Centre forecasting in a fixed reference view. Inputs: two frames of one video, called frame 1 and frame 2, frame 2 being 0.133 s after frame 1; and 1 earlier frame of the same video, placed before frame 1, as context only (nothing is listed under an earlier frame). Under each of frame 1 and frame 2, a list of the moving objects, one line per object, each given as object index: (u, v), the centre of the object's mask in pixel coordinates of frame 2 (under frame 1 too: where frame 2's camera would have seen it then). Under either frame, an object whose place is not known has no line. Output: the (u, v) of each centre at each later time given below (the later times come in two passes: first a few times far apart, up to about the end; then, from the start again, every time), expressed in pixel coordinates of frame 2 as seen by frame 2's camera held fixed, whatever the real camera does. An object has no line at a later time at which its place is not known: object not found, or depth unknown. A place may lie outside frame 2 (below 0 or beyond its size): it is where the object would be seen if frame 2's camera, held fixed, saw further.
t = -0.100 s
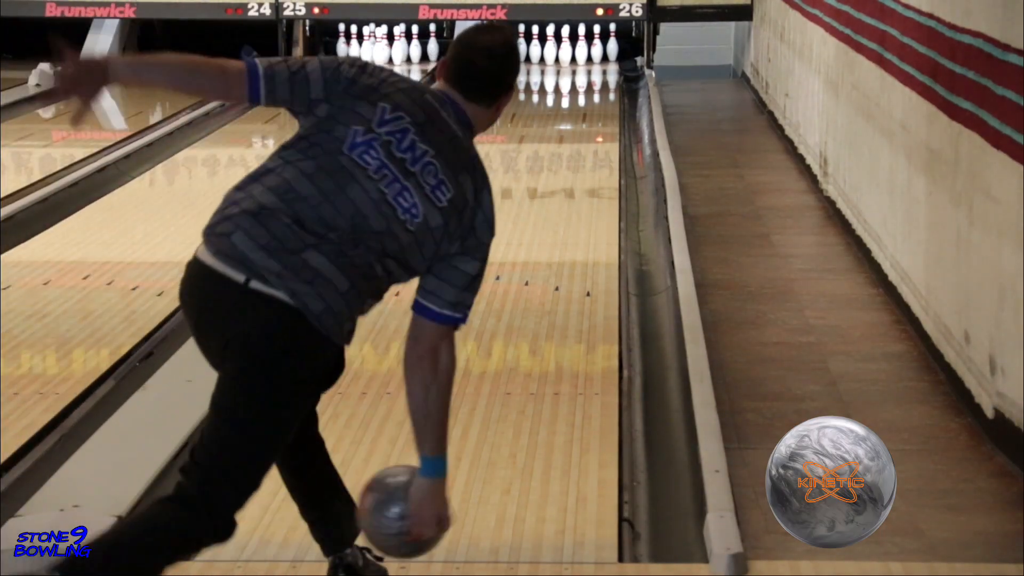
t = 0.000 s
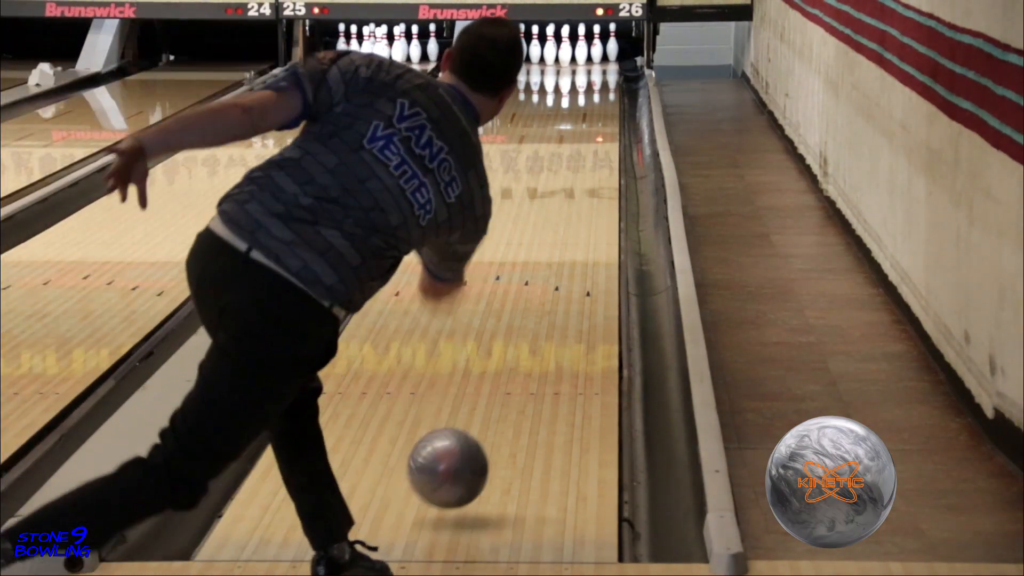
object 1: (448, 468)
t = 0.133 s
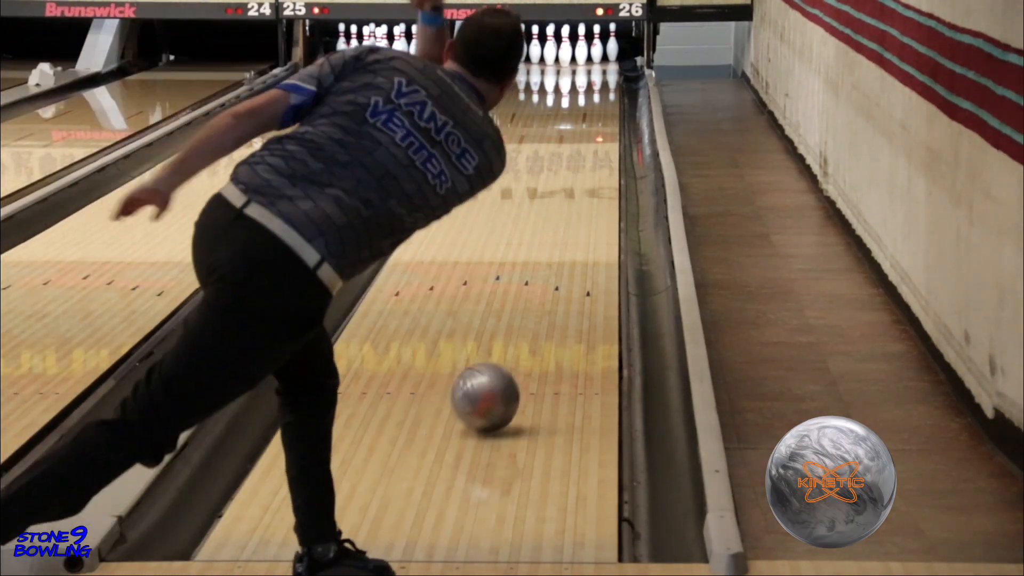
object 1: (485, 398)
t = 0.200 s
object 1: (500, 367)
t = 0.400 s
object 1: (534, 289)
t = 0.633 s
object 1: (561, 226)
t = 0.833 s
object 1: (577, 186)
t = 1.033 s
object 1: (588, 154)
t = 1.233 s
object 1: (596, 128)
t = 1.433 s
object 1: (599, 108)
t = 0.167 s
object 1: (493, 383)
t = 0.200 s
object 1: (500, 367)
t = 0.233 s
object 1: (506, 352)
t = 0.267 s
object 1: (513, 338)
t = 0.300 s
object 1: (519, 325)
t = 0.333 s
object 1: (525, 312)
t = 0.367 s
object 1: (530, 300)
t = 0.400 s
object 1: (534, 289)
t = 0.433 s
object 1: (539, 279)
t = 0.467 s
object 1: (543, 269)
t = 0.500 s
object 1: (547, 259)
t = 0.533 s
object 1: (551, 250)
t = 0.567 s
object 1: (554, 241)
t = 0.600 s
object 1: (558, 233)
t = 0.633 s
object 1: (561, 226)
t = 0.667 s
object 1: (564, 219)
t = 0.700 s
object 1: (567, 211)
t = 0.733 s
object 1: (570, 205)
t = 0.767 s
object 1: (572, 198)
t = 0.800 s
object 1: (575, 192)
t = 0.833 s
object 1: (577, 186)
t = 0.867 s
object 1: (579, 180)
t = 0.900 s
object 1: (581, 174)
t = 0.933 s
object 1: (583, 169)
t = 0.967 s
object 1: (585, 164)
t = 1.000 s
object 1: (587, 159)
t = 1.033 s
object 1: (588, 154)
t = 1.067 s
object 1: (590, 149)
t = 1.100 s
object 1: (591, 144)
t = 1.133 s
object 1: (593, 140)
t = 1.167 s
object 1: (595, 136)
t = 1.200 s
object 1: (595, 132)
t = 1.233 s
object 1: (596, 128)
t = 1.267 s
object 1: (597, 125)
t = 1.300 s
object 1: (598, 120)
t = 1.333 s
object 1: (599, 117)
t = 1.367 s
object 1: (599, 114)
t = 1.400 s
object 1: (599, 111)
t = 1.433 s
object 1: (599, 108)
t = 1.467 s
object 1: (600, 105)
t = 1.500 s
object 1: (600, 102)
